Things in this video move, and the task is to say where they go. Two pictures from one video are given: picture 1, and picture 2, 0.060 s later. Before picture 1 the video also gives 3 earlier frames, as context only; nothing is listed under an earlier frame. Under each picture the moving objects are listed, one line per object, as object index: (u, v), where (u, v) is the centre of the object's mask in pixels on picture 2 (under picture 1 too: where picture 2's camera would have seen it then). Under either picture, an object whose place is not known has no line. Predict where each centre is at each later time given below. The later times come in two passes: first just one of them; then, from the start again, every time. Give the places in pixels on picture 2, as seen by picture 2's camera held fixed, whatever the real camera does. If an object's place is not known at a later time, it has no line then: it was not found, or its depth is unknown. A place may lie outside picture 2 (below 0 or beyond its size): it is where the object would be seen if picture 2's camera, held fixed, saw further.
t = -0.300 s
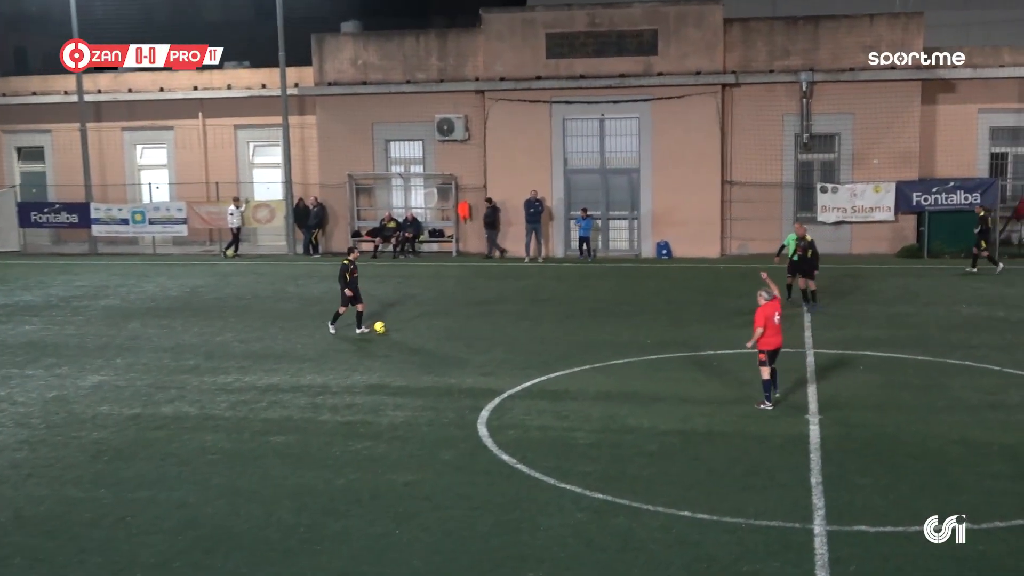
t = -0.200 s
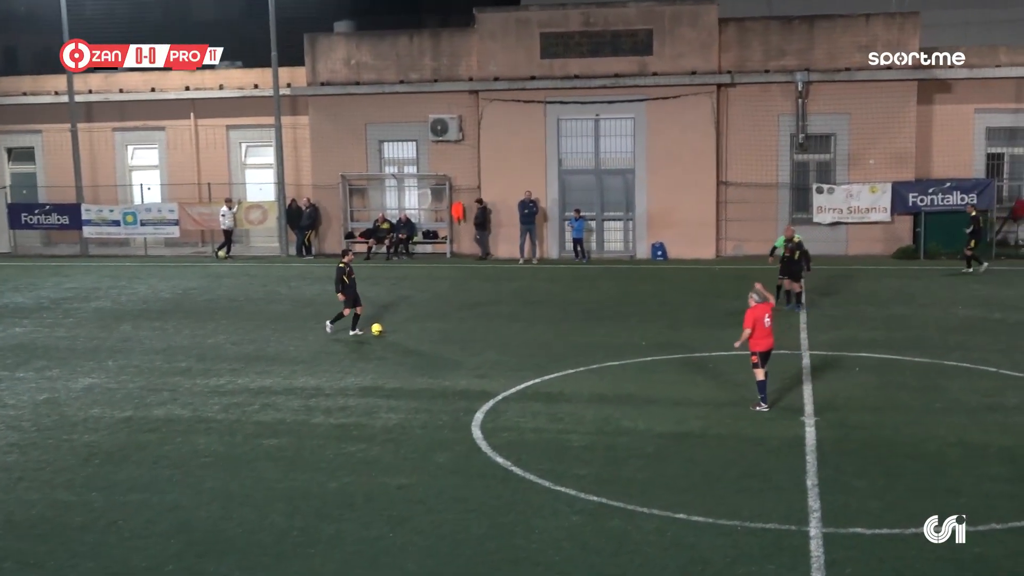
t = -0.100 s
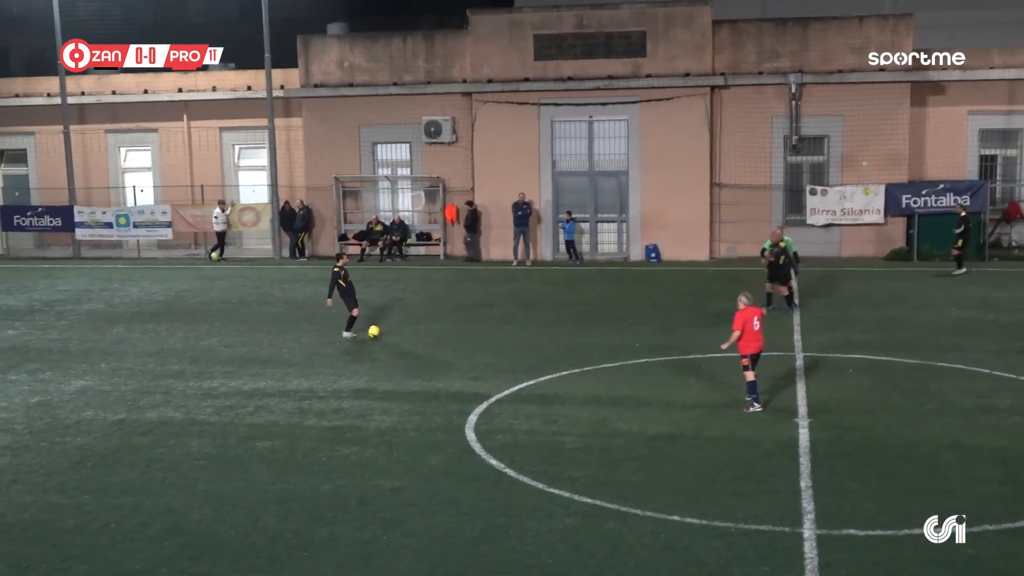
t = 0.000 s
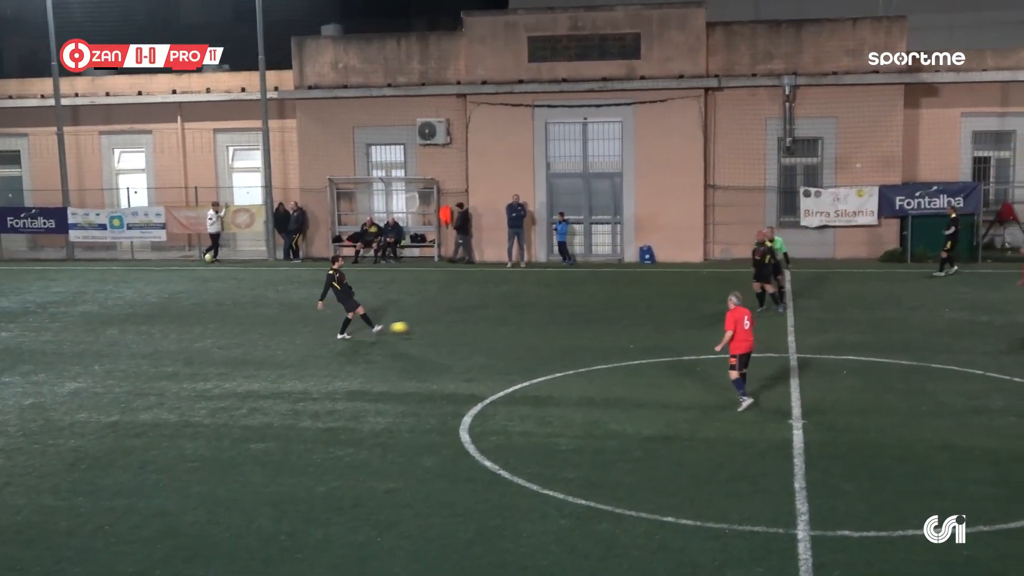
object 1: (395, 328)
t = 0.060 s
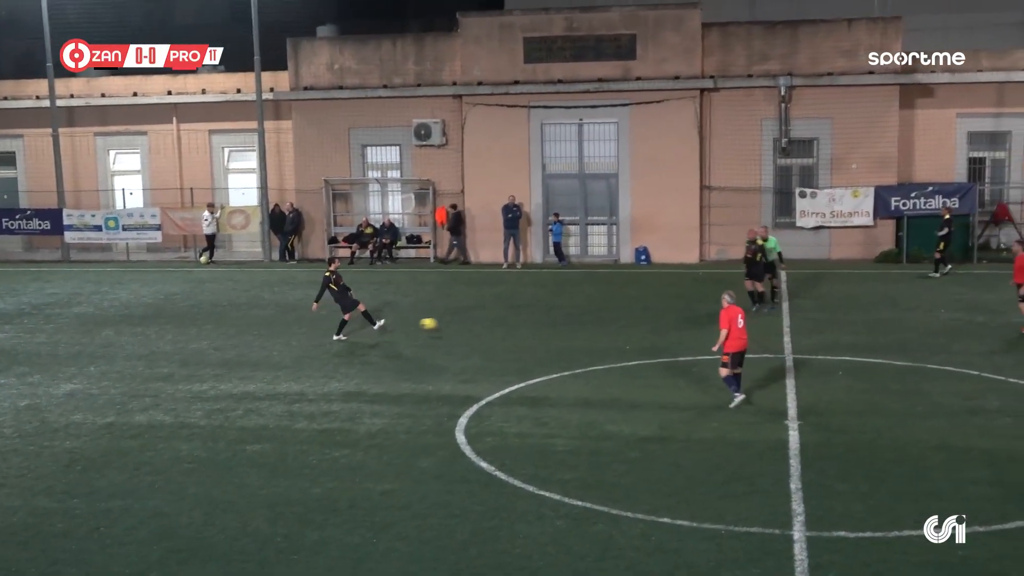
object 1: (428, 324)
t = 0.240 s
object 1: (523, 321)
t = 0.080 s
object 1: (439, 323)
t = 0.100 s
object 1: (450, 322)
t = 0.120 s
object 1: (461, 321)
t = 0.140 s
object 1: (472, 321)
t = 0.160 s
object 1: (483, 320)
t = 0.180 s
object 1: (493, 320)
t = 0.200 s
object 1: (503, 320)
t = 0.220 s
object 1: (513, 320)
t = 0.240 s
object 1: (523, 321)
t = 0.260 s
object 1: (533, 321)
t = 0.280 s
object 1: (543, 320)
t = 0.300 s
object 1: (552, 318)
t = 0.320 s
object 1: (561, 317)
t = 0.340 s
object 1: (570, 316)
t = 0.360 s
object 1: (580, 315)
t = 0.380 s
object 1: (588, 314)
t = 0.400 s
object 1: (597, 314)
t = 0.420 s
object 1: (606, 313)
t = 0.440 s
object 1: (614, 313)
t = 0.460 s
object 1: (623, 313)
